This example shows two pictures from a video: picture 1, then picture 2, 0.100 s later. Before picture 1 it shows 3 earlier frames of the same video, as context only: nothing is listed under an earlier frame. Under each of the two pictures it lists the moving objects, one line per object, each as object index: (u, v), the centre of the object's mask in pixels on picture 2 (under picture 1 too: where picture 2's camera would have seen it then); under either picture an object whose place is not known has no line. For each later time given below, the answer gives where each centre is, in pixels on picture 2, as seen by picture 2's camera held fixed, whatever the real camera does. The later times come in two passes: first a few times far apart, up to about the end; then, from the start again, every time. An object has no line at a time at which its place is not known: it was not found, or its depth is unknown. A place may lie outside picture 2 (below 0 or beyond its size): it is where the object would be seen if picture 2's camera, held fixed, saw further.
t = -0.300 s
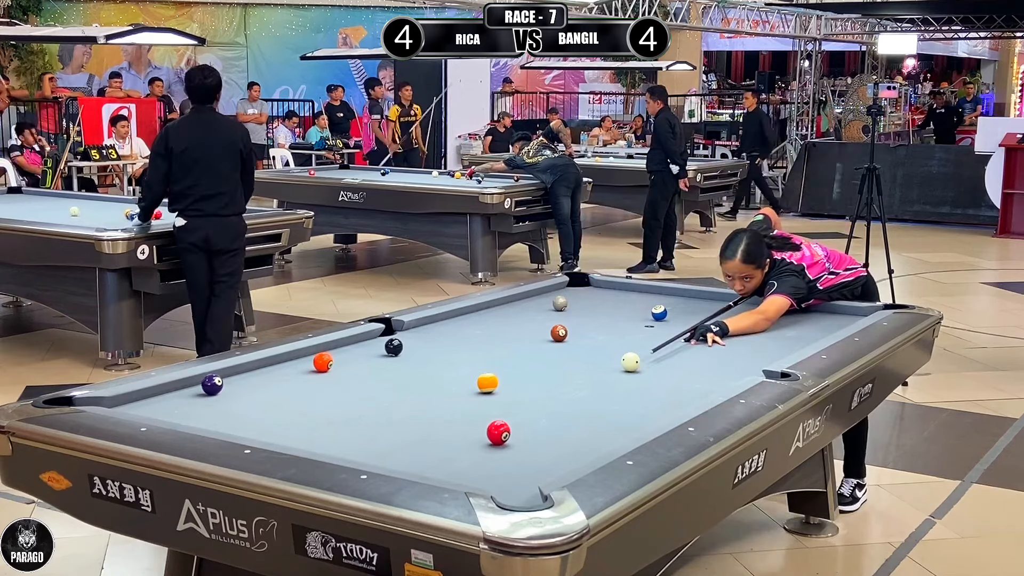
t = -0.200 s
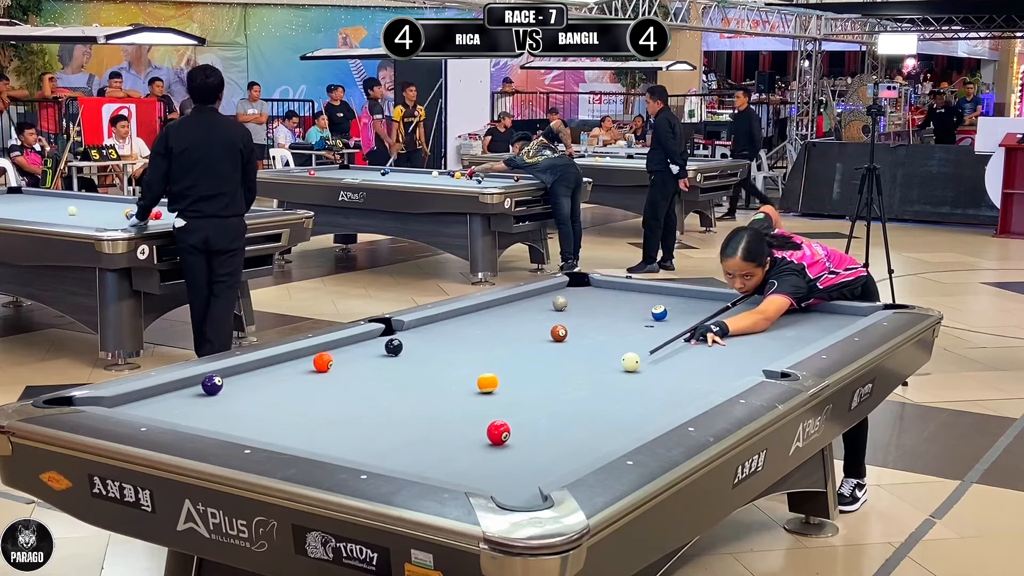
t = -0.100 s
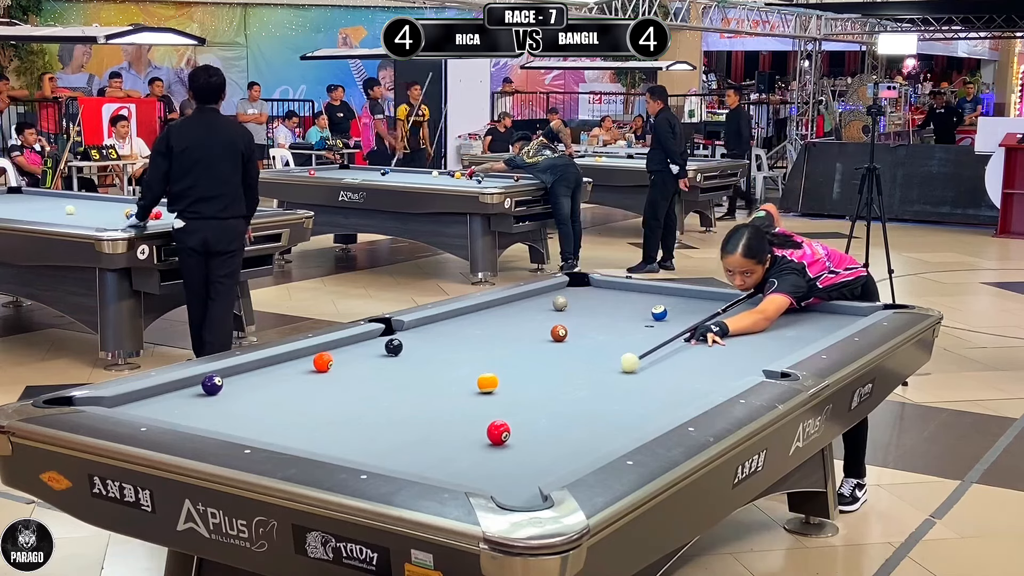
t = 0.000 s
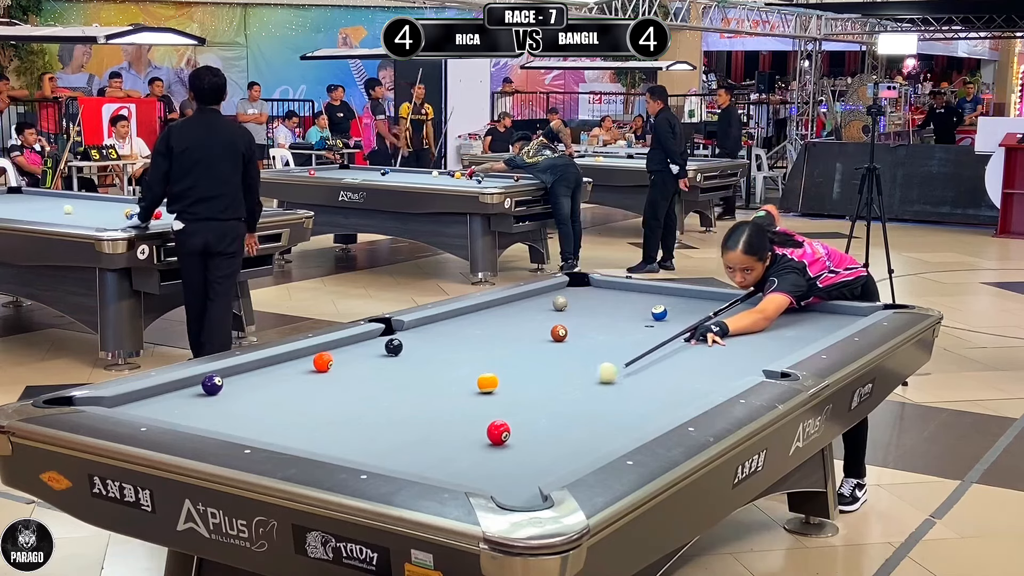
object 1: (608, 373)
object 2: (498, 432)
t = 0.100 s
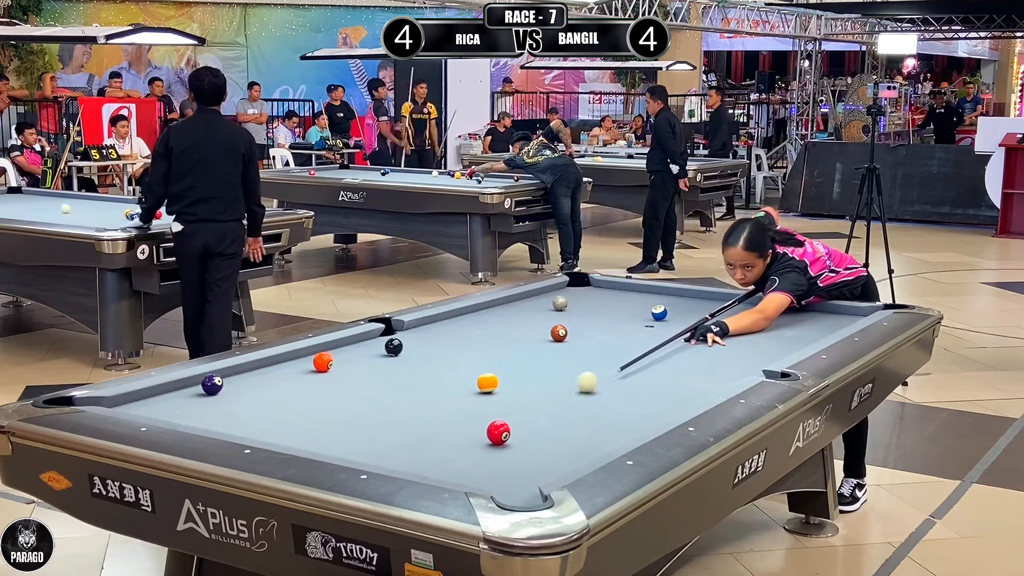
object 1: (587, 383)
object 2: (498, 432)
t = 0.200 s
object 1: (567, 393)
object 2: (498, 432)
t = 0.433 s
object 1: (515, 417)
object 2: (499, 432)
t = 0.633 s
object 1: (461, 429)
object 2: (502, 444)
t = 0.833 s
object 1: (406, 438)
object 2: (507, 461)
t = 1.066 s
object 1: (339, 445)
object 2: (513, 483)
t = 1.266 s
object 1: (313, 444)
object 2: (519, 501)
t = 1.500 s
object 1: (327, 439)
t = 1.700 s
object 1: (337, 432)
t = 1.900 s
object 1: (346, 426)
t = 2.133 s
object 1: (355, 420)
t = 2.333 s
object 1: (363, 416)
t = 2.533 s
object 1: (370, 411)
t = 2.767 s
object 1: (377, 407)
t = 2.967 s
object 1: (382, 404)
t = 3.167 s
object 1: (387, 401)
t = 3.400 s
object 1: (391, 398)
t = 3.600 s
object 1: (394, 396)
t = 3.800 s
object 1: (397, 394)
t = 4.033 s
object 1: (400, 393)
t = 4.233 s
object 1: (401, 391)
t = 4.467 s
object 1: (403, 391)
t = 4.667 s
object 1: (405, 391)
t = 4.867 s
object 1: (406, 391)
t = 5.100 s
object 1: (405, 391)
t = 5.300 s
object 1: (405, 391)
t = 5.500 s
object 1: (405, 391)
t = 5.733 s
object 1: (405, 391)
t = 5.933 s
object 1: (405, 391)
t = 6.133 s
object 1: (405, 391)
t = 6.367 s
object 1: (405, 391)
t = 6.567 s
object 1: (405, 391)
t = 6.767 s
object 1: (405, 391)
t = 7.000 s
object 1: (405, 391)
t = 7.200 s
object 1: (405, 391)
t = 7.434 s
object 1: (405, 391)
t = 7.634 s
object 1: (405, 391)
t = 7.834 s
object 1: (405, 391)
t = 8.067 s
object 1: (405, 391)
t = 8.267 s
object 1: (405, 391)
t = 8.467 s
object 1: (405, 391)
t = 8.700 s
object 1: (405, 391)
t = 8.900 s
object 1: (405, 391)
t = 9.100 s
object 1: (405, 391)
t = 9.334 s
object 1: (405, 391)
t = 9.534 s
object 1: (405, 391)
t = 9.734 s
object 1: (405, 391)
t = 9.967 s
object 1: (405, 391)
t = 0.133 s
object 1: (580, 386)
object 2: (498, 432)
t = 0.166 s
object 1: (573, 389)
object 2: (498, 432)
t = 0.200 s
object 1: (567, 393)
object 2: (498, 432)
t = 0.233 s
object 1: (559, 396)
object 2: (498, 432)
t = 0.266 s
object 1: (553, 399)
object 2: (498, 432)
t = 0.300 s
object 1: (545, 402)
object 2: (498, 432)
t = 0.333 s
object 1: (538, 406)
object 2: (498, 432)
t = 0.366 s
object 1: (530, 410)
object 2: (498, 432)
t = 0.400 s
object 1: (523, 413)
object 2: (498, 432)
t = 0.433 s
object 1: (515, 417)
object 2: (499, 432)
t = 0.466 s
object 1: (509, 418)
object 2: (498, 432)
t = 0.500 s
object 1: (500, 417)
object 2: (498, 432)
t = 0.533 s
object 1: (486, 424)
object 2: (499, 434)
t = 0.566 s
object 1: (480, 427)
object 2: (500, 438)
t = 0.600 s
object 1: (471, 428)
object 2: (501, 441)
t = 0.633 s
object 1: (461, 429)
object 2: (502, 444)
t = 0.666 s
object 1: (452, 431)
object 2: (503, 447)
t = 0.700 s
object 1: (443, 432)
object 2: (503, 450)
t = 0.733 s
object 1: (434, 433)
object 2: (504, 453)
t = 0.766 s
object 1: (424, 435)
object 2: (505, 456)
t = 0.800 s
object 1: (415, 436)
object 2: (506, 459)
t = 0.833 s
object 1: (406, 438)
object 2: (507, 461)
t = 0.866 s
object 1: (396, 439)
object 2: (507, 464)
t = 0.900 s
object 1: (387, 440)
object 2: (508, 467)
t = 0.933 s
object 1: (377, 442)
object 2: (509, 470)
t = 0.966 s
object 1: (367, 443)
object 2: (510, 473)
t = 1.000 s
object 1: (357, 445)
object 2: (511, 476)
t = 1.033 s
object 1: (348, 446)
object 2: (512, 479)
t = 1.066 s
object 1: (339, 445)
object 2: (513, 483)
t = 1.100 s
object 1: (329, 445)
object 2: (514, 486)
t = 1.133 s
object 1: (320, 446)
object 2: (515, 489)
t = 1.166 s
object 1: (310, 445)
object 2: (516, 492)
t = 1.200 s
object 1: (311, 445)
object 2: (517, 494)
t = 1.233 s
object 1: (312, 444)
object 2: (518, 496)
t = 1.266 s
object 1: (313, 444)
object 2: (519, 501)
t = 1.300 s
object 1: (316, 443)
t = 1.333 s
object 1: (319, 442)
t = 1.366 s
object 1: (320, 442)
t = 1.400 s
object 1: (322, 441)
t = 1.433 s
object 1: (324, 441)
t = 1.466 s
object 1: (326, 440)
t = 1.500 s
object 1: (327, 439)
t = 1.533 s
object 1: (329, 438)
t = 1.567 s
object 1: (330, 436)
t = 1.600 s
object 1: (332, 435)
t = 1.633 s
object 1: (334, 434)
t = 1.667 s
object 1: (335, 433)
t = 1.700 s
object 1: (337, 432)
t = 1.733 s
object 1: (338, 431)
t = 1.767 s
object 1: (340, 430)
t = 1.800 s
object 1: (342, 429)
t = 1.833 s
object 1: (343, 428)
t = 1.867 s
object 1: (344, 427)
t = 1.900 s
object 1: (346, 426)
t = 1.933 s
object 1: (347, 425)
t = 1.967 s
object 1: (349, 424)
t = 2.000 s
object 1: (350, 424)
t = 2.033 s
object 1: (352, 422)
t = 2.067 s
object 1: (353, 422)
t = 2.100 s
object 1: (354, 421)
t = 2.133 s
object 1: (355, 420)
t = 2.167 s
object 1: (357, 419)
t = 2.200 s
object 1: (358, 419)
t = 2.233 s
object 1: (359, 418)
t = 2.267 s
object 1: (361, 417)
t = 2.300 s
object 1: (362, 416)
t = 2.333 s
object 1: (363, 416)
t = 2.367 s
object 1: (364, 415)
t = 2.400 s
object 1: (365, 414)
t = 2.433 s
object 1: (367, 413)
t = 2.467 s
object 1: (368, 413)
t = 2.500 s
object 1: (369, 412)
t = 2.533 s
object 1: (370, 411)
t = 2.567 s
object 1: (371, 411)
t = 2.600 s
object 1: (372, 410)
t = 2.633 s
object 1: (373, 409)
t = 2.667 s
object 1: (374, 409)
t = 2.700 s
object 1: (375, 408)
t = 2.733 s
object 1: (376, 407)
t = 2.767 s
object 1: (377, 407)
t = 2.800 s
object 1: (378, 406)
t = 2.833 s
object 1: (380, 406)
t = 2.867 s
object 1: (380, 405)
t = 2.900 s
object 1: (380, 405)
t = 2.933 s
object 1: (381, 404)
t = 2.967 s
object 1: (382, 404)
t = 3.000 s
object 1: (383, 403)
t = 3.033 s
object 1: (384, 403)
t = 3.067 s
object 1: (385, 402)
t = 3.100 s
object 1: (385, 402)
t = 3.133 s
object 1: (386, 401)
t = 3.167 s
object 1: (387, 401)
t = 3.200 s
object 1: (387, 401)
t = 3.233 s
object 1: (388, 400)
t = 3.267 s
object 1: (389, 400)
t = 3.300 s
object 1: (389, 399)
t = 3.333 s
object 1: (390, 399)
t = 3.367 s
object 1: (391, 398)
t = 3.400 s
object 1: (391, 398)
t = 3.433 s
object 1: (392, 398)
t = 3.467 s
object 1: (392, 397)
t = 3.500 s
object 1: (393, 397)
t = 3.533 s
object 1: (394, 396)
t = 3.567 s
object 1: (394, 396)
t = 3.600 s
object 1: (394, 396)
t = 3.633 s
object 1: (394, 396)
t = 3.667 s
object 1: (395, 395)
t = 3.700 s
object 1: (396, 395)
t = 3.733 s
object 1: (396, 395)
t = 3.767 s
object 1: (397, 394)
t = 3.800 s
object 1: (397, 394)
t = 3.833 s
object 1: (398, 394)
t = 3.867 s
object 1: (398, 394)
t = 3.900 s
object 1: (398, 393)
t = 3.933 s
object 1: (399, 393)
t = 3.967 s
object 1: (399, 393)
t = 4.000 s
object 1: (399, 393)
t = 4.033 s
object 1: (400, 393)
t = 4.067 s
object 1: (400, 392)
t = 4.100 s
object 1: (400, 392)
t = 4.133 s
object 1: (401, 392)
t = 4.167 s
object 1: (401, 392)
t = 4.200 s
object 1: (401, 392)
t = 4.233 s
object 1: (401, 391)
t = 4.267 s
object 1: (402, 391)
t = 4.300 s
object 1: (402, 391)
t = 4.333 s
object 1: (402, 391)
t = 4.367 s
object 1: (403, 391)
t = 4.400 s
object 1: (403, 391)
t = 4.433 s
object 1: (403, 391)
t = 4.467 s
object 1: (403, 391)
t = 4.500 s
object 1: (404, 391)
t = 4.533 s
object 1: (404, 391)
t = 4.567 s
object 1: (404, 391)
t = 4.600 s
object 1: (405, 390)
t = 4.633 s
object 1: (405, 391)
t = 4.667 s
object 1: (405, 391)
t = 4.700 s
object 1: (405, 391)
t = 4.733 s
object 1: (405, 391)
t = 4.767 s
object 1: (405, 391)
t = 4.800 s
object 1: (405, 391)
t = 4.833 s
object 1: (406, 391)
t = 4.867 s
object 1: (406, 391)
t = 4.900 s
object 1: (406, 391)
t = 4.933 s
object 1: (406, 391)
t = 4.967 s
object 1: (406, 391)
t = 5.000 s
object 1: (405, 391)
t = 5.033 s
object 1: (405, 391)
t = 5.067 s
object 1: (405, 391)
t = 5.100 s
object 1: (405, 391)
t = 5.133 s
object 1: (405, 391)
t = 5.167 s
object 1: (405, 391)
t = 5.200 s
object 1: (405, 391)
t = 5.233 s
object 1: (405, 391)
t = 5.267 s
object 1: (405, 391)
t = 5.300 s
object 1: (405, 391)
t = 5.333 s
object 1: (405, 391)
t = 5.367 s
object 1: (405, 391)
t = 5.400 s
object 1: (405, 391)
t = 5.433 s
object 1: (405, 391)
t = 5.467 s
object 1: (405, 391)
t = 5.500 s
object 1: (405, 391)
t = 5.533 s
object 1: (405, 391)
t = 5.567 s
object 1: (405, 391)
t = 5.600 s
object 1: (405, 391)
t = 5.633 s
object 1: (405, 391)
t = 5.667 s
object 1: (405, 391)
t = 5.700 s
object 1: (405, 391)
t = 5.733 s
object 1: (405, 391)
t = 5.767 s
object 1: (405, 391)
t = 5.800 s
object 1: (405, 391)
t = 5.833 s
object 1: (405, 391)
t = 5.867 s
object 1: (405, 391)
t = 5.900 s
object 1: (405, 391)
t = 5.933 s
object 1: (405, 391)
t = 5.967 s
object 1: (405, 391)
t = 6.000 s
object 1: (405, 391)
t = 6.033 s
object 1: (405, 391)
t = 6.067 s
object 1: (405, 391)
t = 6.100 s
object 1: (405, 391)
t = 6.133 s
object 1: (405, 391)
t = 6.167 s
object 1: (405, 391)
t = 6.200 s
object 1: (405, 391)
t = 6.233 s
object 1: (405, 391)
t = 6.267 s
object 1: (405, 391)
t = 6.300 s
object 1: (405, 391)
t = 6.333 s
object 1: (405, 391)
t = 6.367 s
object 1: (405, 391)
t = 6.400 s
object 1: (405, 391)
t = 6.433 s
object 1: (405, 391)
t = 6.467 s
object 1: (405, 391)
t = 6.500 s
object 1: (405, 391)
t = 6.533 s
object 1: (405, 391)
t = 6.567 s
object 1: (405, 391)
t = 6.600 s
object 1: (405, 391)
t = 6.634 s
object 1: (405, 391)
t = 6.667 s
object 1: (405, 391)
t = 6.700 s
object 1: (405, 391)
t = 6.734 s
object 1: (405, 391)
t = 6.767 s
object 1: (405, 391)
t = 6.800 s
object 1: (405, 391)
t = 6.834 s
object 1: (405, 391)
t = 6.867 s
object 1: (405, 391)
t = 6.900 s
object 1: (405, 391)
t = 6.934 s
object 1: (405, 391)
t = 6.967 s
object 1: (405, 391)
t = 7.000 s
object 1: (405, 391)
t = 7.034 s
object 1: (405, 391)
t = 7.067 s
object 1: (405, 391)
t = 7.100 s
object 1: (405, 391)
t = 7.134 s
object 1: (405, 391)
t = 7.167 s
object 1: (405, 391)
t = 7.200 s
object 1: (405, 391)
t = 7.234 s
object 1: (405, 391)
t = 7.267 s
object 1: (405, 391)
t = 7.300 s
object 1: (405, 391)
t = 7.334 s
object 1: (405, 391)
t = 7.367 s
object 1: (405, 391)
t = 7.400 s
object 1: (405, 391)
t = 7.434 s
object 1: (405, 391)
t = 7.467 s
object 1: (405, 391)
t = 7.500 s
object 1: (405, 391)
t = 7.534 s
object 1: (405, 391)
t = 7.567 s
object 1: (405, 391)
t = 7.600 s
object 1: (405, 391)
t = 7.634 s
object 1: (405, 391)
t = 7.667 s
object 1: (405, 391)
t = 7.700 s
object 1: (405, 391)
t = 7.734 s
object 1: (405, 391)
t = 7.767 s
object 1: (405, 391)
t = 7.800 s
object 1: (405, 391)
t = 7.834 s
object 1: (405, 391)
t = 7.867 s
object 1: (405, 391)
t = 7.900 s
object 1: (405, 391)
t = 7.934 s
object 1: (405, 391)
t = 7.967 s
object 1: (405, 391)
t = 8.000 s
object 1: (405, 391)
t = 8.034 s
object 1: (405, 391)
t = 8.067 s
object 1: (405, 391)
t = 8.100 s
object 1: (405, 391)
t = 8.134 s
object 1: (405, 391)
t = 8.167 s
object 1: (405, 391)
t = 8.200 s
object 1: (405, 391)
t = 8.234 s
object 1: (405, 391)
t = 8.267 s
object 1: (405, 391)
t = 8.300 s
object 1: (405, 391)
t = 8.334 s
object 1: (405, 391)
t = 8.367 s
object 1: (405, 391)
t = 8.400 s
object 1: (405, 391)
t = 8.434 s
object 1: (405, 391)
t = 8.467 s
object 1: (405, 391)
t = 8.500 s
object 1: (405, 391)
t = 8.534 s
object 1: (405, 391)
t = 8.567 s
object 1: (405, 391)
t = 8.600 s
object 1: (405, 391)
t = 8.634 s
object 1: (405, 391)
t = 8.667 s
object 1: (405, 391)
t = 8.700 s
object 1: (405, 391)
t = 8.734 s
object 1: (405, 391)
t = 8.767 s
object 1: (405, 391)
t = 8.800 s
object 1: (405, 391)
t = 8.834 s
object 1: (405, 391)
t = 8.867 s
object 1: (405, 391)
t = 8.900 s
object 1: (405, 391)
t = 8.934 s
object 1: (405, 391)
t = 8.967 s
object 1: (405, 391)
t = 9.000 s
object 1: (405, 391)
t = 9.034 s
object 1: (405, 391)
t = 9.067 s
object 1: (405, 391)
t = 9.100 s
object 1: (405, 391)
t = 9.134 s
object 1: (405, 391)
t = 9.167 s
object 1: (405, 391)
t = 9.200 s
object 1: (405, 391)
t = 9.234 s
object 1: (405, 391)
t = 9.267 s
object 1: (405, 391)
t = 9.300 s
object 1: (405, 391)
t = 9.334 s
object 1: (405, 391)
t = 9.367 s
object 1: (405, 391)
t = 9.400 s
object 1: (405, 391)
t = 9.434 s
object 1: (405, 391)
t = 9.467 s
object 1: (405, 391)
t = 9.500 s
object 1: (405, 391)
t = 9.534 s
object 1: (405, 391)
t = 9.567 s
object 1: (405, 391)
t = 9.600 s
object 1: (405, 391)
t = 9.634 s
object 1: (405, 391)
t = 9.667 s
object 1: (405, 391)
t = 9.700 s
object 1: (405, 391)
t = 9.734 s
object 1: (405, 391)
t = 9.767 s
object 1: (405, 391)
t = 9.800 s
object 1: (405, 391)
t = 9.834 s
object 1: (405, 391)
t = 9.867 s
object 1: (405, 391)
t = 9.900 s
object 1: (405, 391)
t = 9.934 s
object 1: (405, 391)
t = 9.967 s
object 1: (405, 391)
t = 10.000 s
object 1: (405, 391)
